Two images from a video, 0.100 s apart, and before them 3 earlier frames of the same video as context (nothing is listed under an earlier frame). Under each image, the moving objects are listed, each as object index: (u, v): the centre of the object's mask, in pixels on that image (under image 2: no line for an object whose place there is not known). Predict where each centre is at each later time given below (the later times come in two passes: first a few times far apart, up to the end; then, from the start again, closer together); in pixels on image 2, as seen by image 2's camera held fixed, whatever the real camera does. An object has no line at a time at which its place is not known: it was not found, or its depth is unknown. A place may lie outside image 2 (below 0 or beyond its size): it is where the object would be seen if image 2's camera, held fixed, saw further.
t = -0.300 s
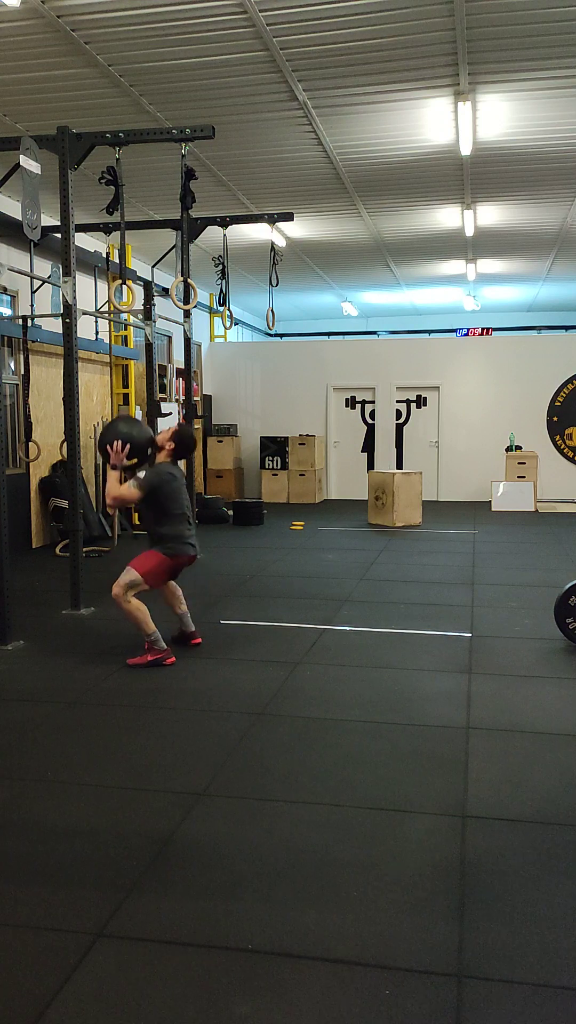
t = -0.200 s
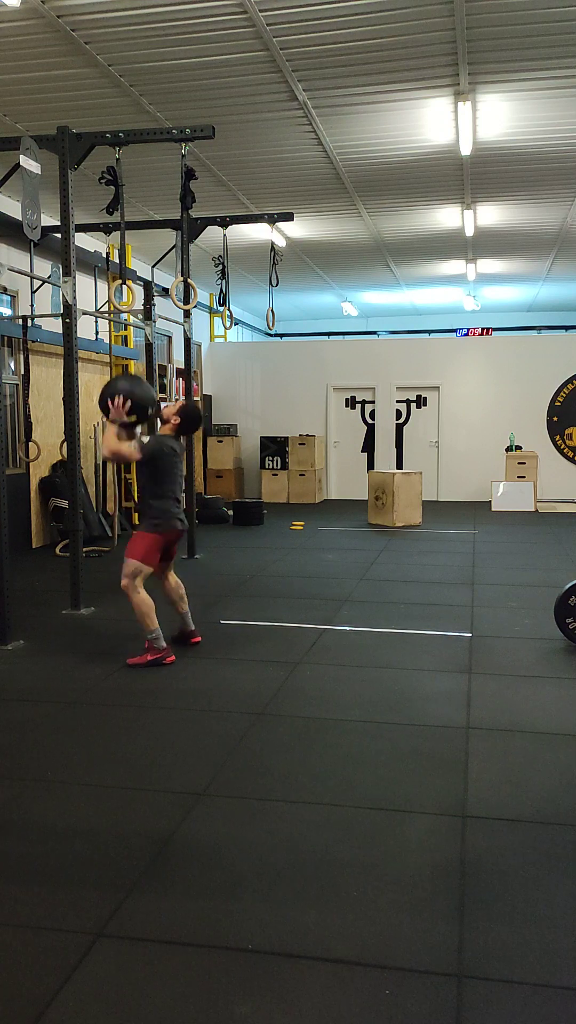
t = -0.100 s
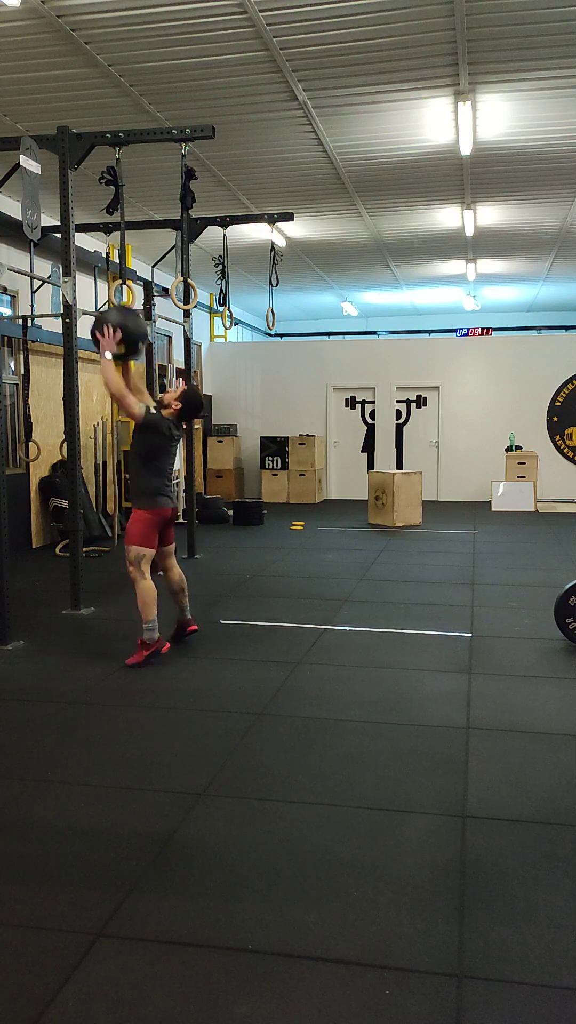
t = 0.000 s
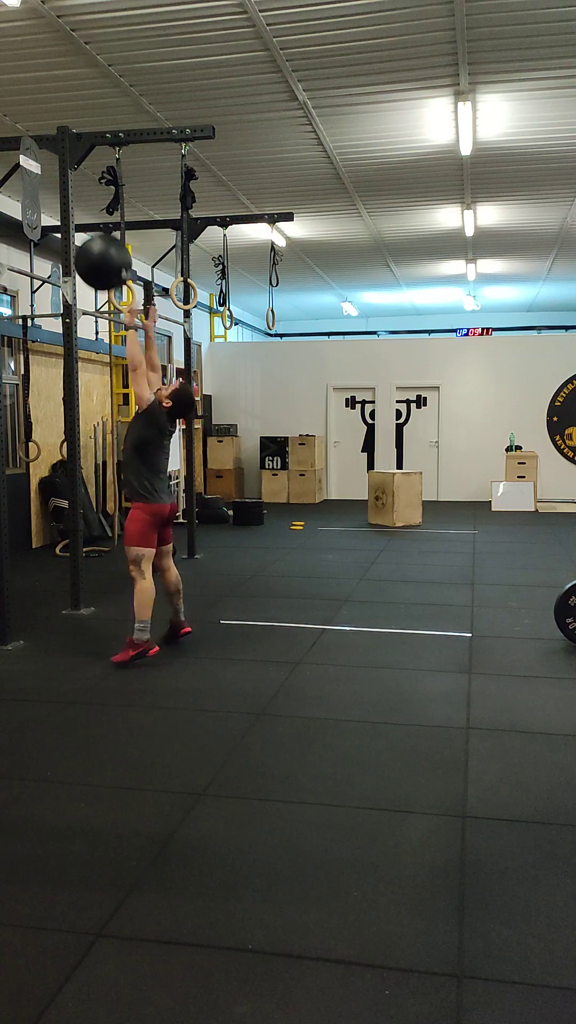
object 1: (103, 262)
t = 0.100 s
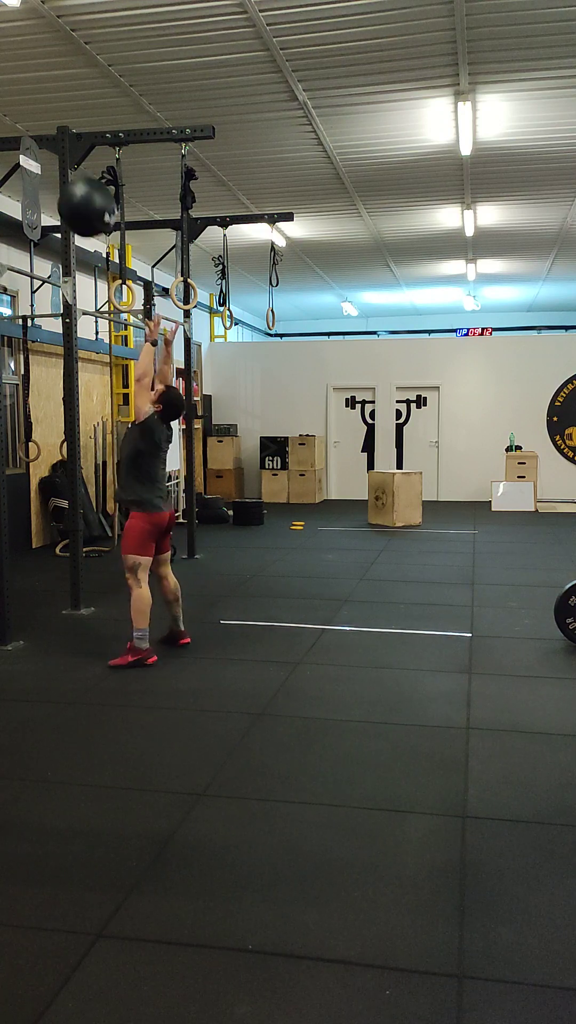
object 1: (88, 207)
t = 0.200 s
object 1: (71, 170)
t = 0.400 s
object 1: (55, 143)
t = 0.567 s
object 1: (71, 166)
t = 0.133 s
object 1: (82, 192)
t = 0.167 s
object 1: (76, 180)
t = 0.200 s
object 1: (71, 170)
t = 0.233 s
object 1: (65, 161)
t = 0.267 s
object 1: (60, 153)
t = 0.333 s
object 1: (53, 145)
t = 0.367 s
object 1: (53, 144)
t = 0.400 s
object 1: (55, 143)
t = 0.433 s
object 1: (58, 144)
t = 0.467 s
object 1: (62, 147)
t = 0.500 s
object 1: (65, 152)
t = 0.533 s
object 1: (68, 158)
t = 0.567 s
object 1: (71, 166)
